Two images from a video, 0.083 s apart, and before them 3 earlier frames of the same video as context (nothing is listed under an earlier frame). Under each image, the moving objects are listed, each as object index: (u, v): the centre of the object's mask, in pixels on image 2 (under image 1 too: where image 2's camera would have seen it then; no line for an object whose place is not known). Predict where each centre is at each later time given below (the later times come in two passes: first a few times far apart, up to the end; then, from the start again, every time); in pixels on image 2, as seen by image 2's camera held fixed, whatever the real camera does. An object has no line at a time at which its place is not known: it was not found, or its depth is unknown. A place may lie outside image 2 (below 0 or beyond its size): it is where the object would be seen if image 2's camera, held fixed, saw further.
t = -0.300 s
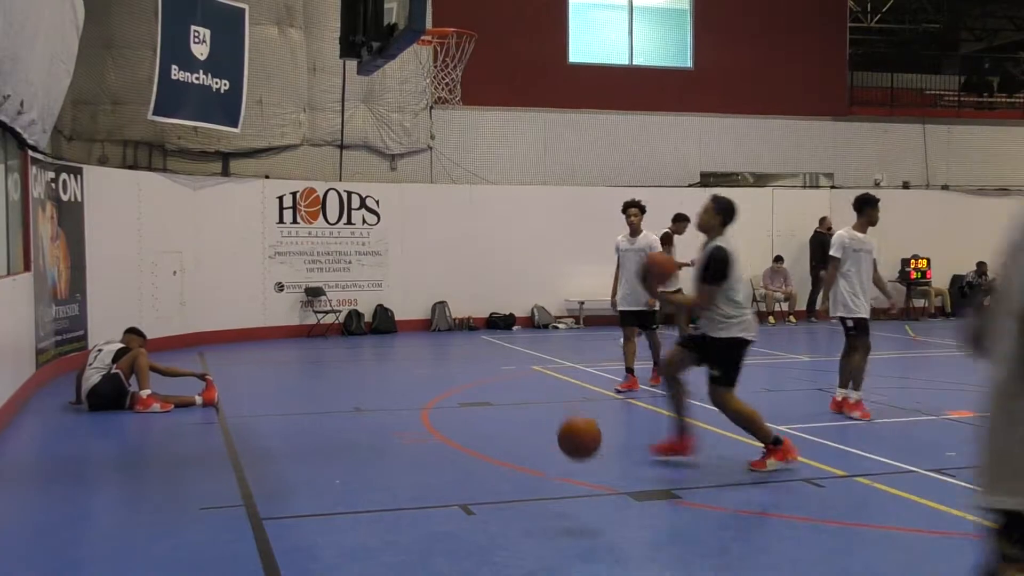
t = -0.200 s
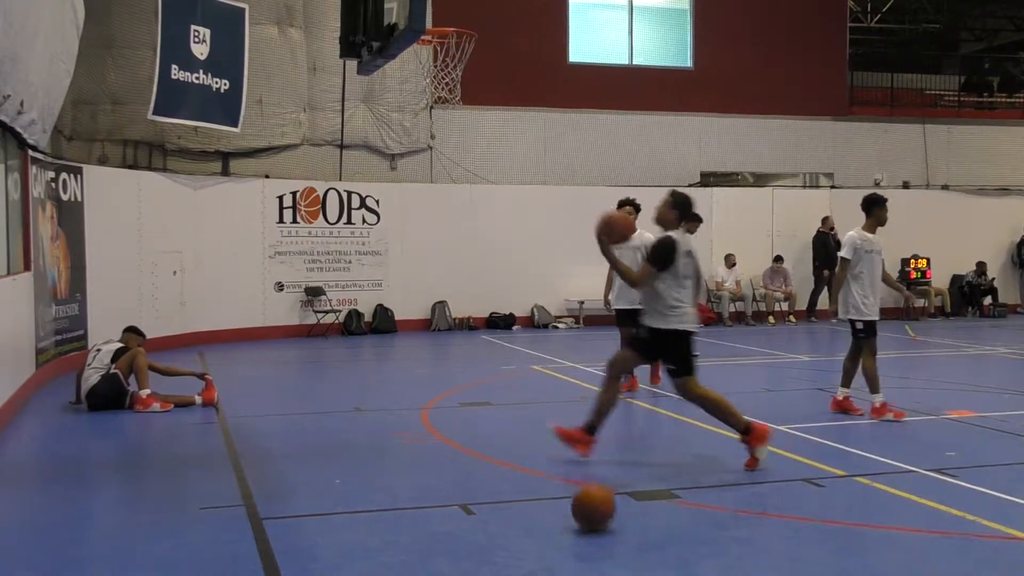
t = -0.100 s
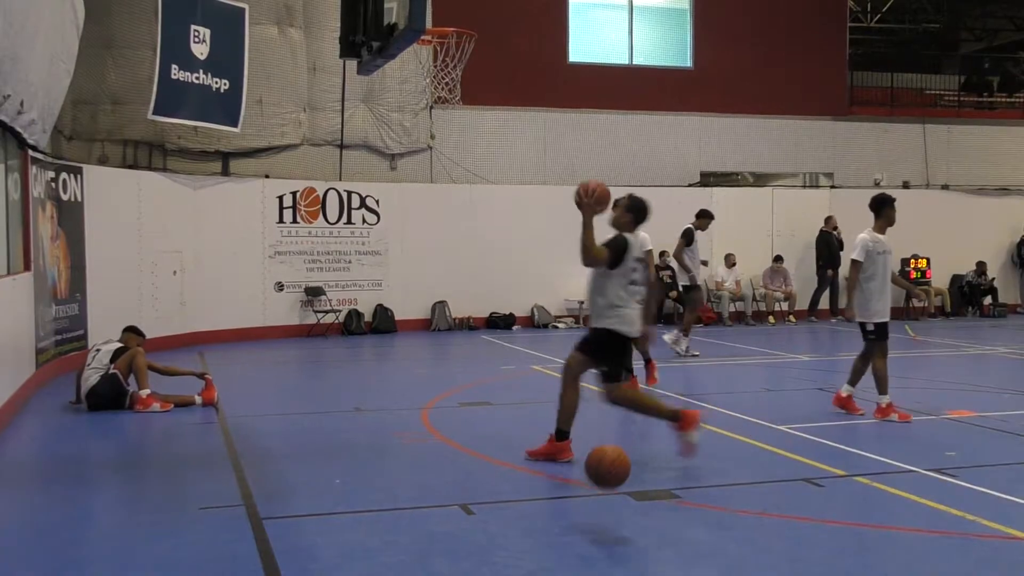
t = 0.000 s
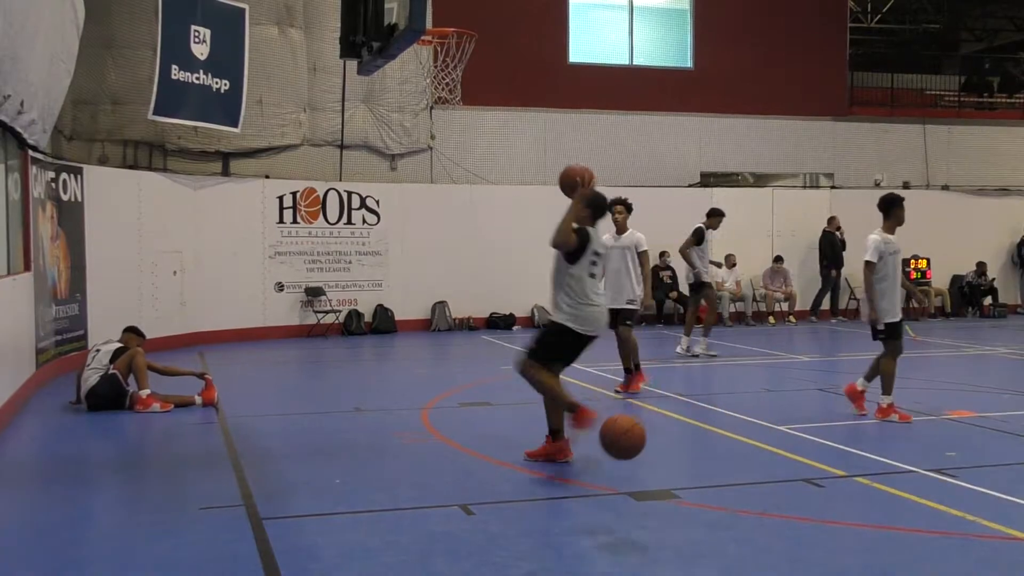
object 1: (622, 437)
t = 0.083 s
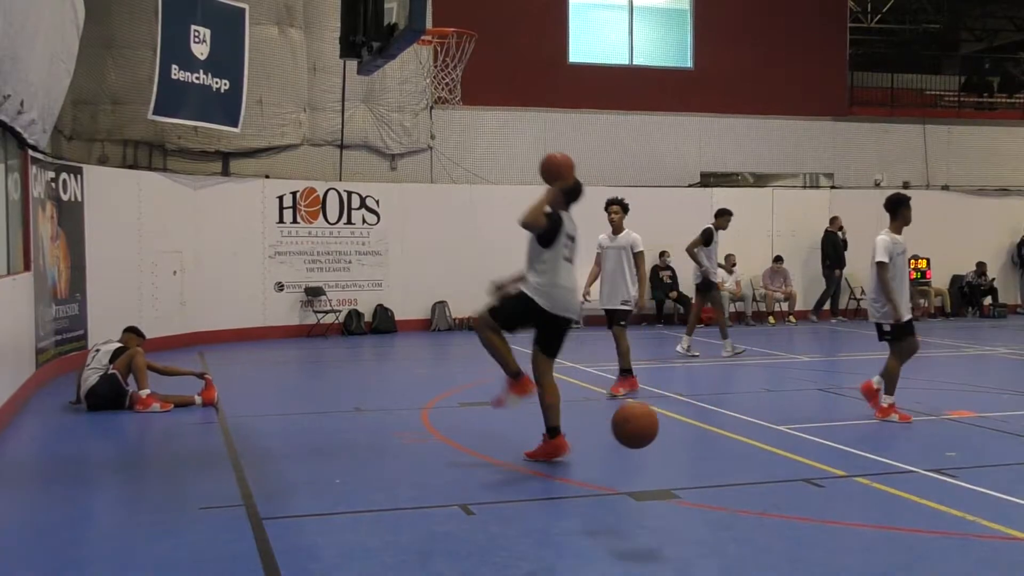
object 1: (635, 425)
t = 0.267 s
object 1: (665, 446)
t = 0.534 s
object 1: (709, 505)
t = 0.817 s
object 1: (760, 498)
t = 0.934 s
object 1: (782, 545)
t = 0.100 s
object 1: (638, 424)
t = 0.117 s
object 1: (640, 424)
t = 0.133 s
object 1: (642, 425)
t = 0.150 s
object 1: (645, 425)
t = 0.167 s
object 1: (648, 426)
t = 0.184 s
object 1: (651, 428)
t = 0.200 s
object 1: (653, 431)
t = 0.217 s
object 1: (656, 434)
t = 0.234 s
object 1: (659, 438)
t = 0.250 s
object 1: (662, 442)
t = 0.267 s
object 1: (665, 446)
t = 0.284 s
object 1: (667, 451)
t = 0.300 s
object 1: (670, 458)
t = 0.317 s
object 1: (673, 464)
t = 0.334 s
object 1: (675, 471)
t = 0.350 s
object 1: (678, 478)
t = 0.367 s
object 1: (681, 486)
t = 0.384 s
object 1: (683, 495)
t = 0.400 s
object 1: (686, 504)
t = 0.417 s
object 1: (689, 514)
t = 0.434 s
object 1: (692, 525)
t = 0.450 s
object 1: (695, 535)
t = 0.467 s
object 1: (698, 530)
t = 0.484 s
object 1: (700, 523)
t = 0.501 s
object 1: (704, 516)
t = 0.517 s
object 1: (707, 510)
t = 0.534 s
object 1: (709, 505)
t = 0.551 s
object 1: (712, 500)
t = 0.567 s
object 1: (715, 496)
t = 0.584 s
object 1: (718, 492)
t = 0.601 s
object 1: (721, 489)
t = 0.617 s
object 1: (724, 486)
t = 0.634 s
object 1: (727, 484)
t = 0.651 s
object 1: (730, 482)
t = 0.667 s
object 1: (733, 481)
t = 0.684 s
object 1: (736, 481)
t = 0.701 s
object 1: (739, 481)
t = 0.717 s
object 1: (742, 482)
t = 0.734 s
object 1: (745, 483)
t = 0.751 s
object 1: (748, 485)
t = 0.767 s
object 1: (751, 487)
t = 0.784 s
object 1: (754, 490)
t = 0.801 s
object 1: (757, 494)
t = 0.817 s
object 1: (760, 498)
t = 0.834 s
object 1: (763, 503)
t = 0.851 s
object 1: (766, 509)
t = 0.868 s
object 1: (770, 515)
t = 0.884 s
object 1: (773, 522)
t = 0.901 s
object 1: (776, 529)
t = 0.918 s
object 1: (779, 537)
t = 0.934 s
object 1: (782, 545)
